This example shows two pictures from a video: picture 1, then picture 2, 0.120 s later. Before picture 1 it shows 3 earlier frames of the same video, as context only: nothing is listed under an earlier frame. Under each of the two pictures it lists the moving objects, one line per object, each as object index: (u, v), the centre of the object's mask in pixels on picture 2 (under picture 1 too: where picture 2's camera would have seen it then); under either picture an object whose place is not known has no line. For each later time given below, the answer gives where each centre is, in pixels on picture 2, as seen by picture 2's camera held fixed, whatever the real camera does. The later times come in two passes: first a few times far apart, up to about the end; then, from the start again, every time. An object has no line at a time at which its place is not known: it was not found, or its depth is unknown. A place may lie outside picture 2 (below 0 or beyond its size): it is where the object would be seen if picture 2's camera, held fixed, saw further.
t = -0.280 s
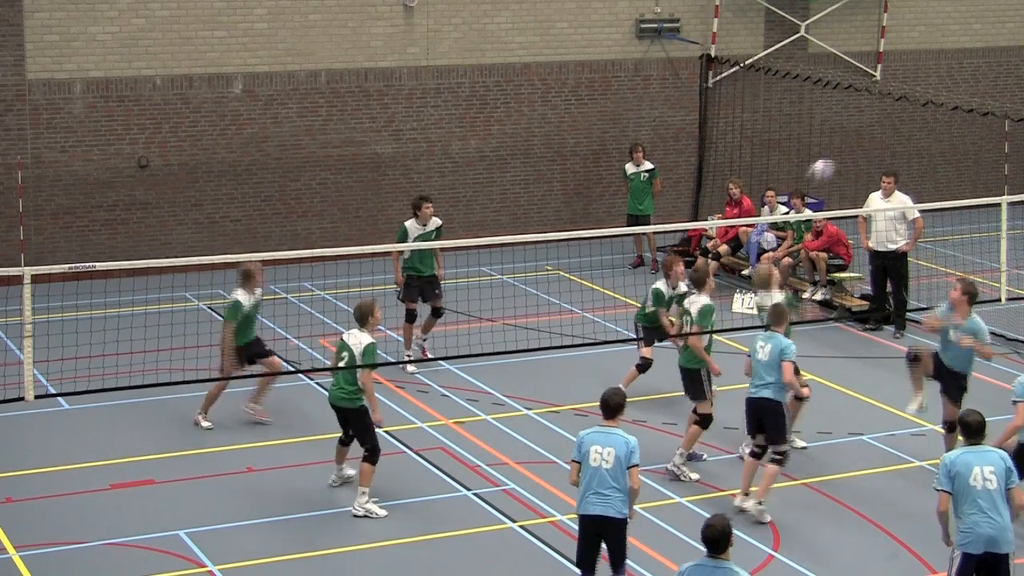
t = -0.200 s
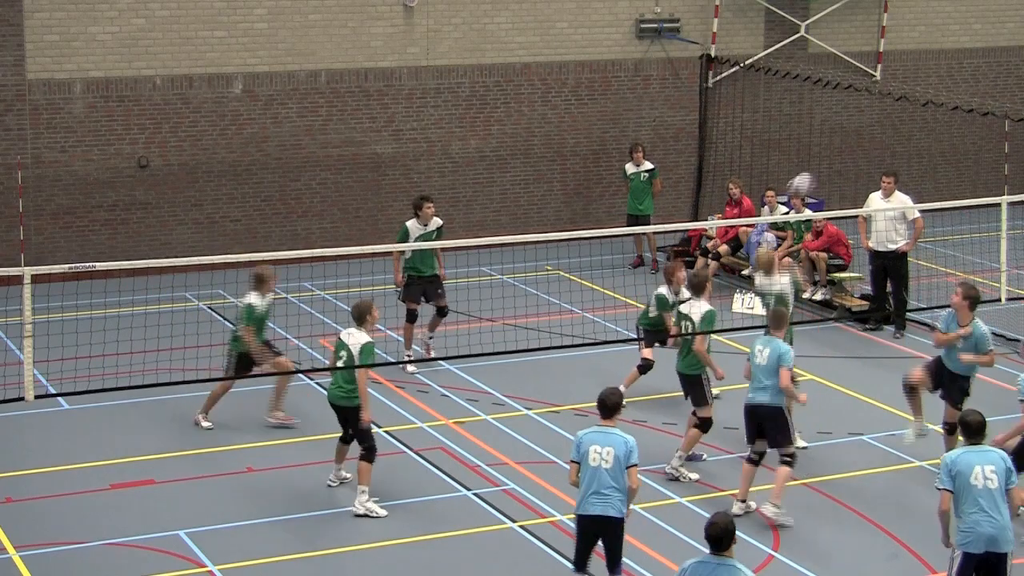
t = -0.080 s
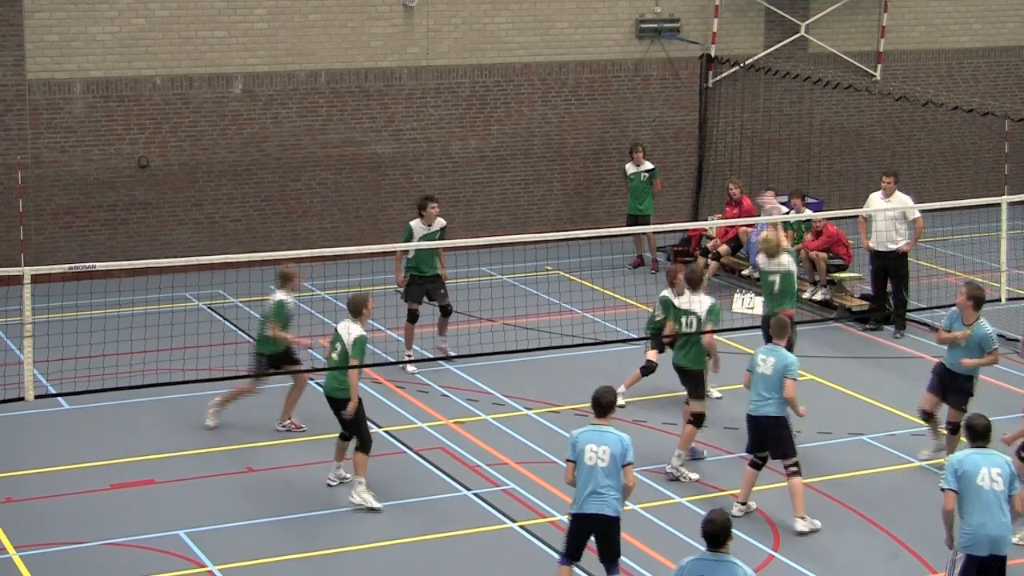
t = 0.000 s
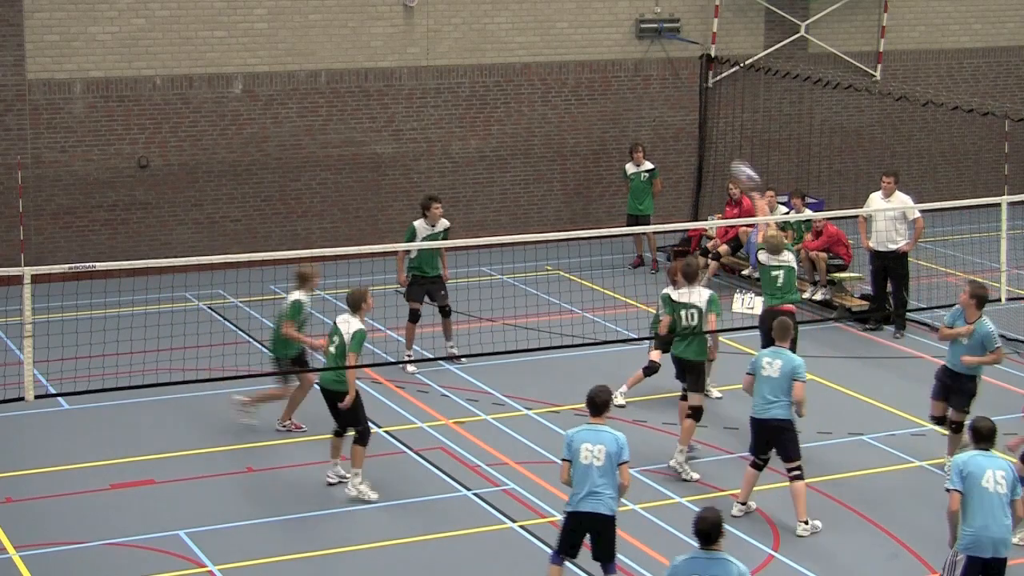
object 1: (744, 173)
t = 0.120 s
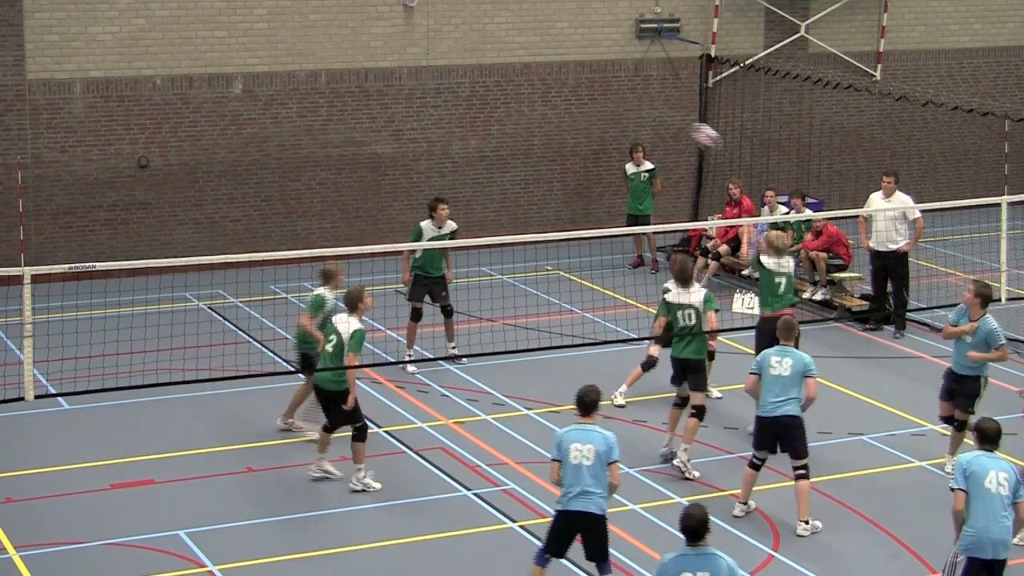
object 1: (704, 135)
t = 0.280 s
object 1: (648, 105)
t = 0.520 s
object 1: (563, 115)
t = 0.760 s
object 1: (471, 192)
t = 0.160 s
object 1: (692, 126)
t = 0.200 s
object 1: (677, 117)
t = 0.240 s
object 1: (664, 111)
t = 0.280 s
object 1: (648, 105)
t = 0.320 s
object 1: (636, 103)
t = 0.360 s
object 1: (622, 102)
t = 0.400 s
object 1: (607, 102)
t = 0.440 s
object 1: (592, 104)
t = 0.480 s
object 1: (577, 108)
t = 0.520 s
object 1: (563, 115)
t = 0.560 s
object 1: (548, 123)
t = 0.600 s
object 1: (533, 132)
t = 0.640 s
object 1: (518, 144)
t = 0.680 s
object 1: (502, 158)
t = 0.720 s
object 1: (486, 173)
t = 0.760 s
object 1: (471, 192)
